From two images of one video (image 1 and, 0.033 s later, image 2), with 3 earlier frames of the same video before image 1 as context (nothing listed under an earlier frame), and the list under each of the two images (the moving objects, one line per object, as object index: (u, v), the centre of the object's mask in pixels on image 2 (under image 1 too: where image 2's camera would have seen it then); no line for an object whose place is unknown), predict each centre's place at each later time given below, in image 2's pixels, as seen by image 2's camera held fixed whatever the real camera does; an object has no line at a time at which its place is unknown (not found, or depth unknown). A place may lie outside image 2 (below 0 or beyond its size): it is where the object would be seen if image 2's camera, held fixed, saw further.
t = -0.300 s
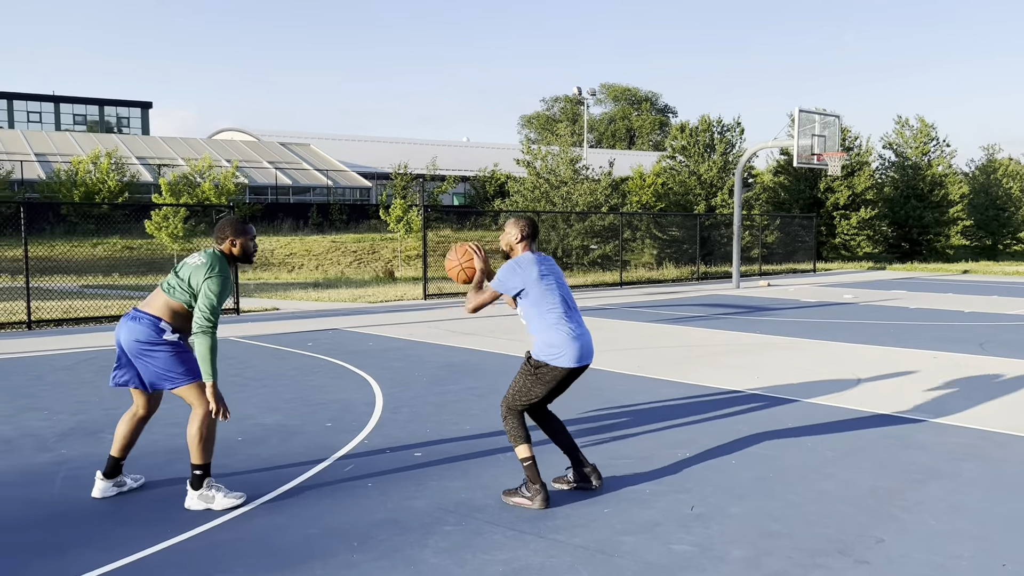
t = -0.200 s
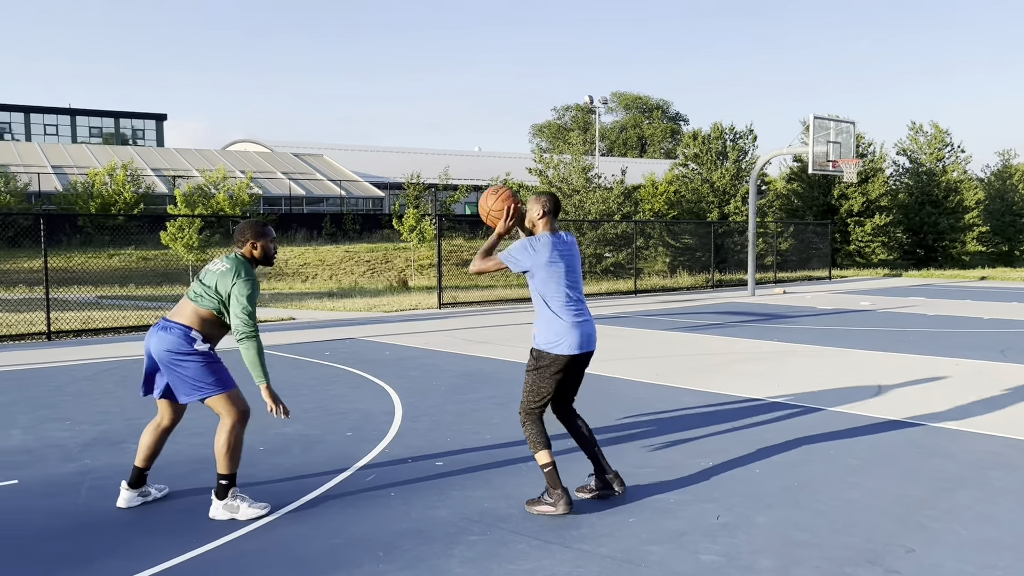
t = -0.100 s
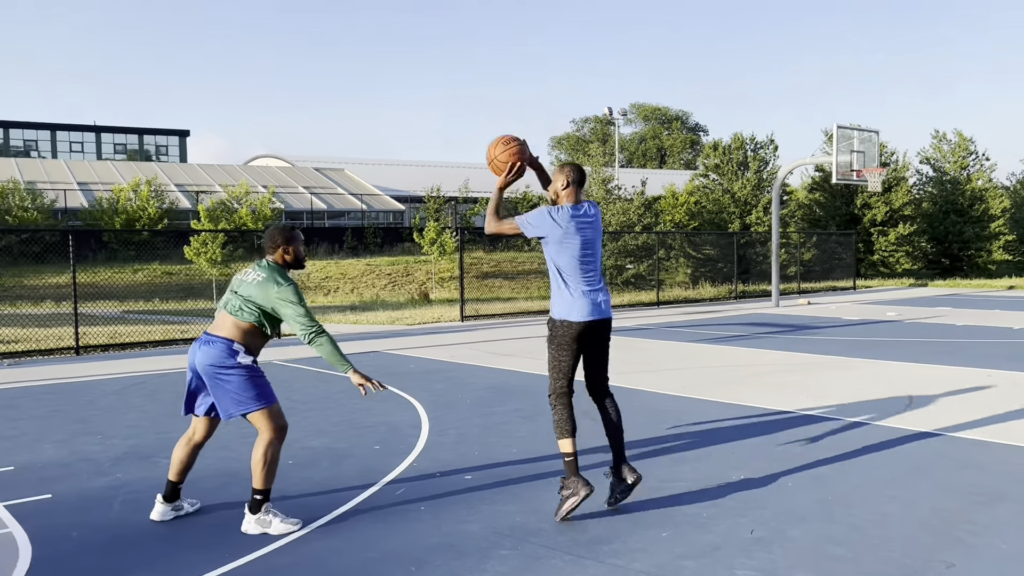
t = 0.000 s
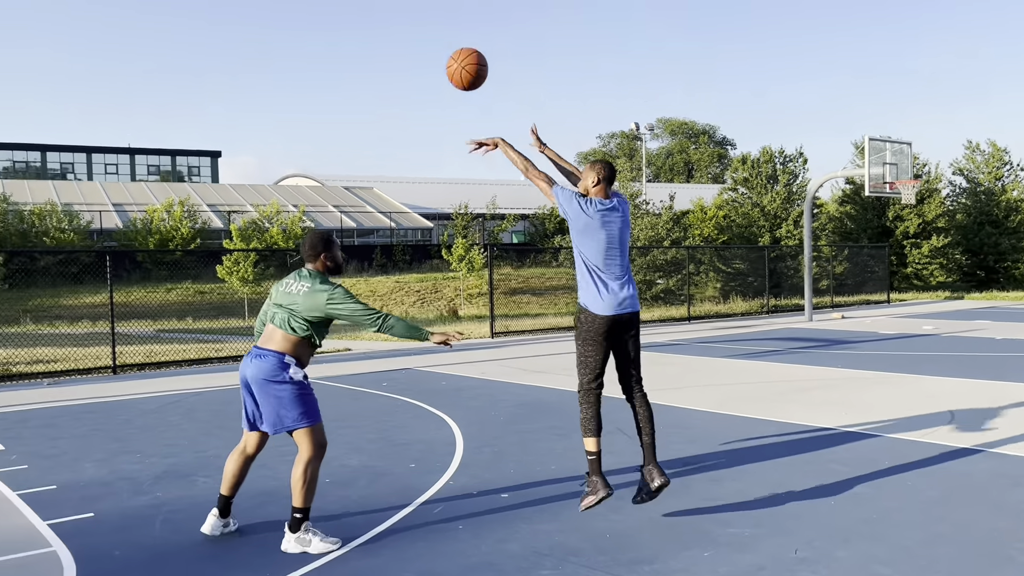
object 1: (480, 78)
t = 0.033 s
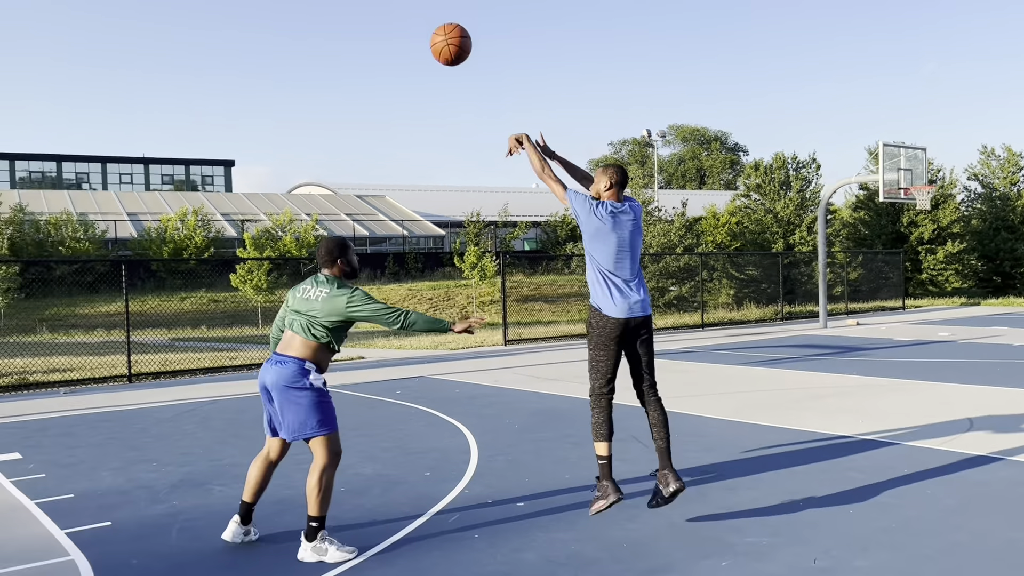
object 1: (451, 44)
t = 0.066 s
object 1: (422, 13)
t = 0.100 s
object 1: (393, -9)
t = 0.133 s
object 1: (365, -27)
